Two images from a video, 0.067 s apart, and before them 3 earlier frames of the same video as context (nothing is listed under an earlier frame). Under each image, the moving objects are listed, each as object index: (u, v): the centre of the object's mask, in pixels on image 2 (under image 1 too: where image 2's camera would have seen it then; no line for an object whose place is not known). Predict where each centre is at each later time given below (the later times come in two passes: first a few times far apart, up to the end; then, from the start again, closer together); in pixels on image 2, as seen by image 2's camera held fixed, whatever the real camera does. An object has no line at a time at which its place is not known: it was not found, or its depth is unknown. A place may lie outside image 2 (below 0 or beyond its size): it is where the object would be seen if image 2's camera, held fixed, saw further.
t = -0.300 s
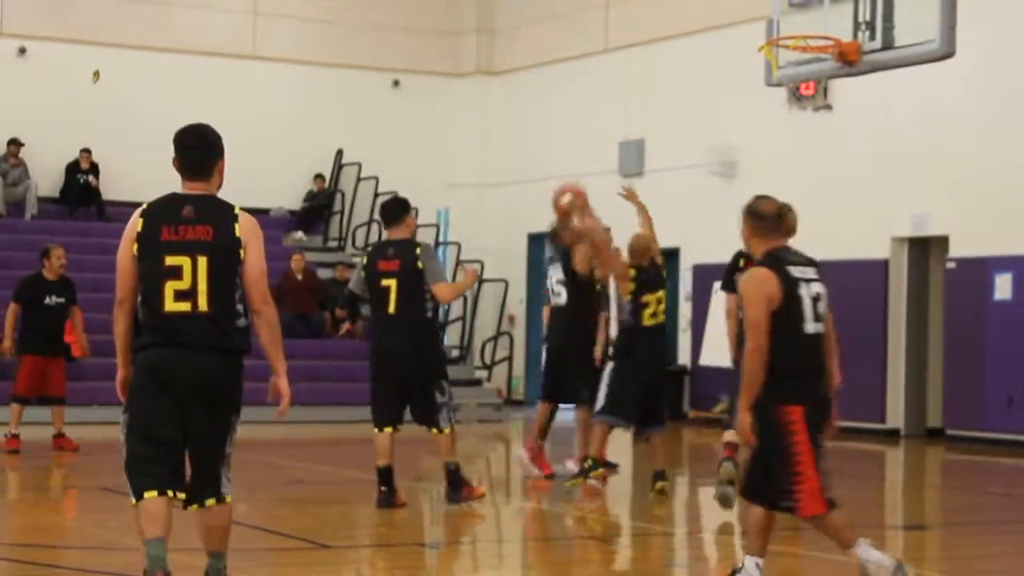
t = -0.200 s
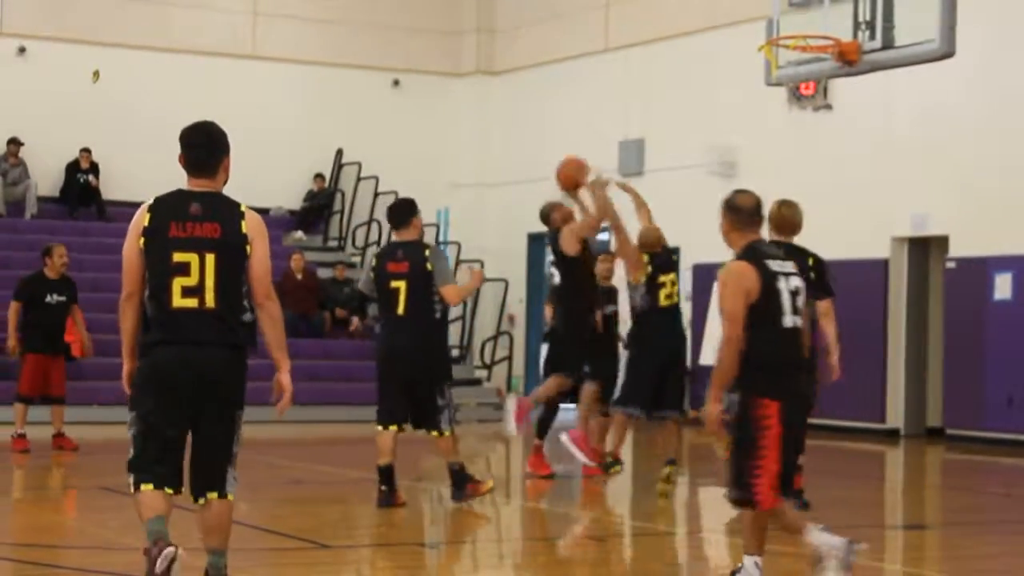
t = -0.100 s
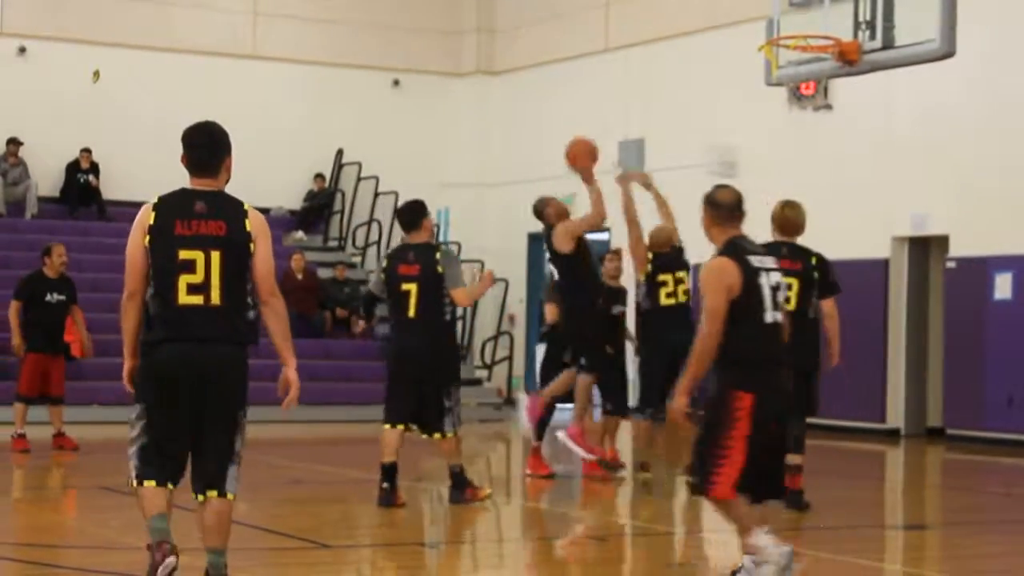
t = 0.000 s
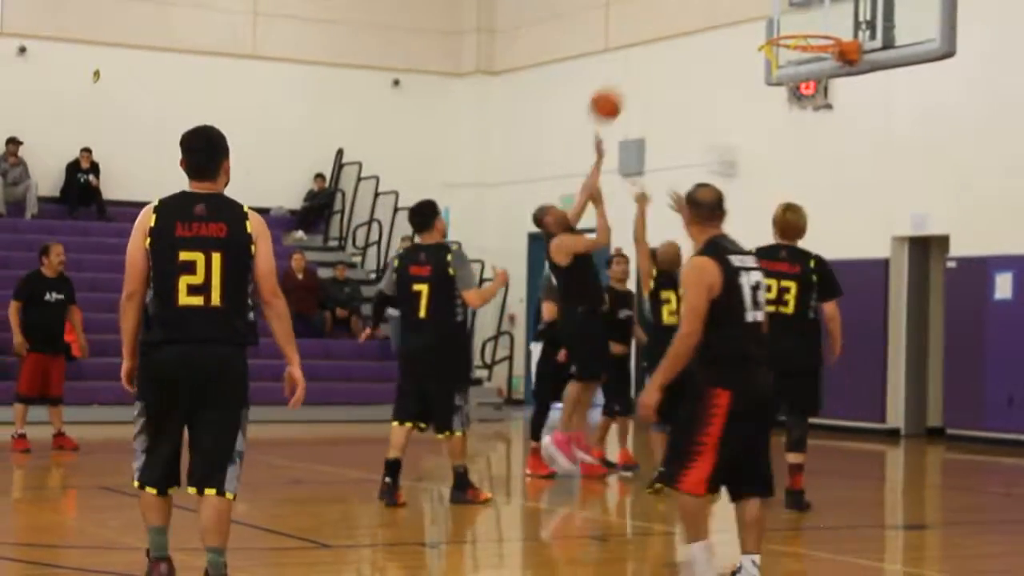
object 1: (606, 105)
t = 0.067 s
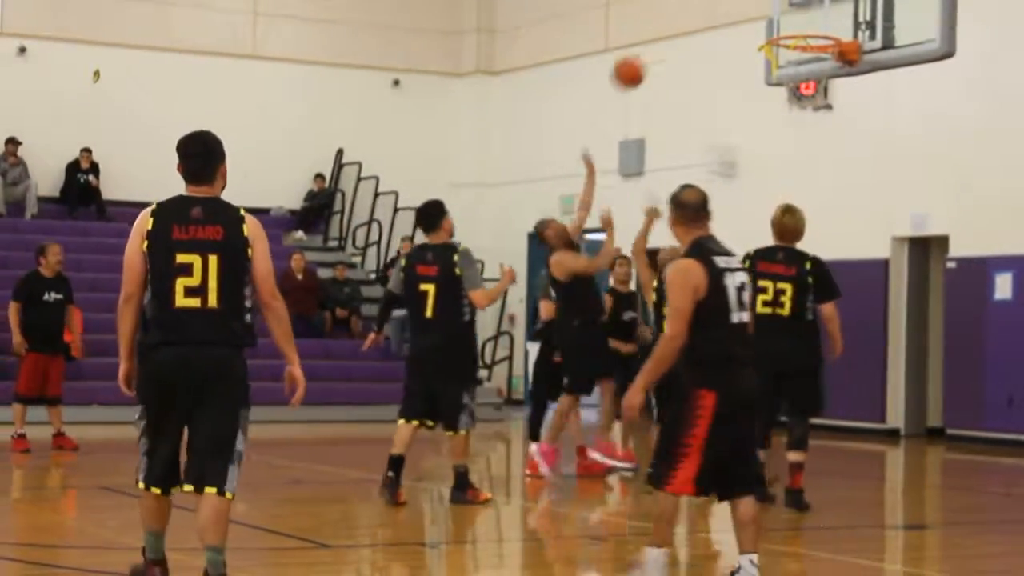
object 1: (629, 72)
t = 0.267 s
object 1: (698, 12)
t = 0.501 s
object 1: (781, 10)
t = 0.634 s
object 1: (823, 40)
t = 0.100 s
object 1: (640, 57)
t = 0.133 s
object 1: (651, 45)
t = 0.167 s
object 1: (663, 34)
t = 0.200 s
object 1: (674, 24)
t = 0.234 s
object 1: (686, 16)
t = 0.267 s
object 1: (698, 12)
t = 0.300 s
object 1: (709, 9)
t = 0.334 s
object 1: (721, 7)
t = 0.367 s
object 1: (732, 6)
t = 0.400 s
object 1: (744, 6)
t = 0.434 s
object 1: (757, 8)
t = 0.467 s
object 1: (769, 9)
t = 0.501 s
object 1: (781, 10)
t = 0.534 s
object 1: (792, 13)
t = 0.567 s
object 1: (803, 18)
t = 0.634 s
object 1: (823, 40)
